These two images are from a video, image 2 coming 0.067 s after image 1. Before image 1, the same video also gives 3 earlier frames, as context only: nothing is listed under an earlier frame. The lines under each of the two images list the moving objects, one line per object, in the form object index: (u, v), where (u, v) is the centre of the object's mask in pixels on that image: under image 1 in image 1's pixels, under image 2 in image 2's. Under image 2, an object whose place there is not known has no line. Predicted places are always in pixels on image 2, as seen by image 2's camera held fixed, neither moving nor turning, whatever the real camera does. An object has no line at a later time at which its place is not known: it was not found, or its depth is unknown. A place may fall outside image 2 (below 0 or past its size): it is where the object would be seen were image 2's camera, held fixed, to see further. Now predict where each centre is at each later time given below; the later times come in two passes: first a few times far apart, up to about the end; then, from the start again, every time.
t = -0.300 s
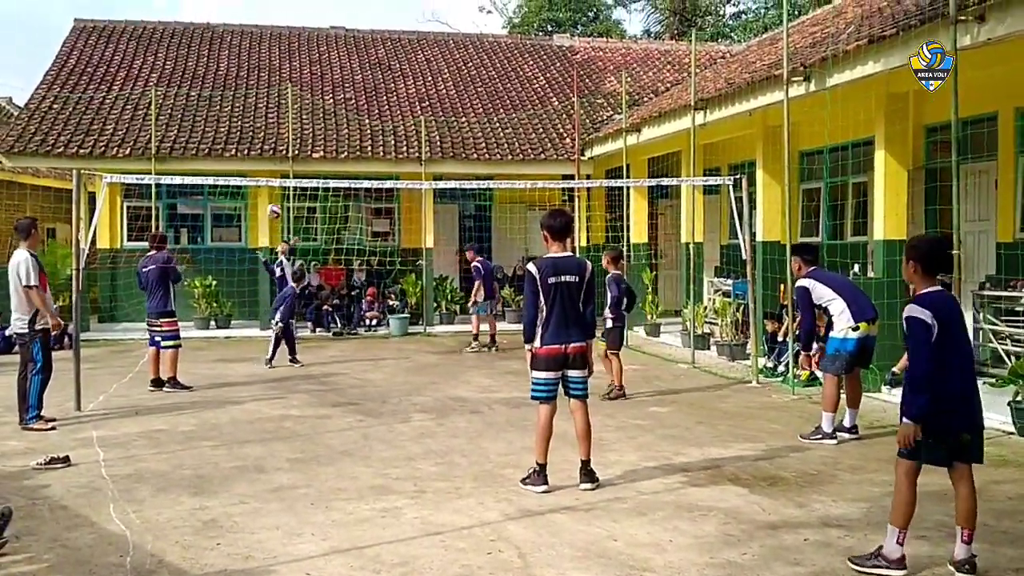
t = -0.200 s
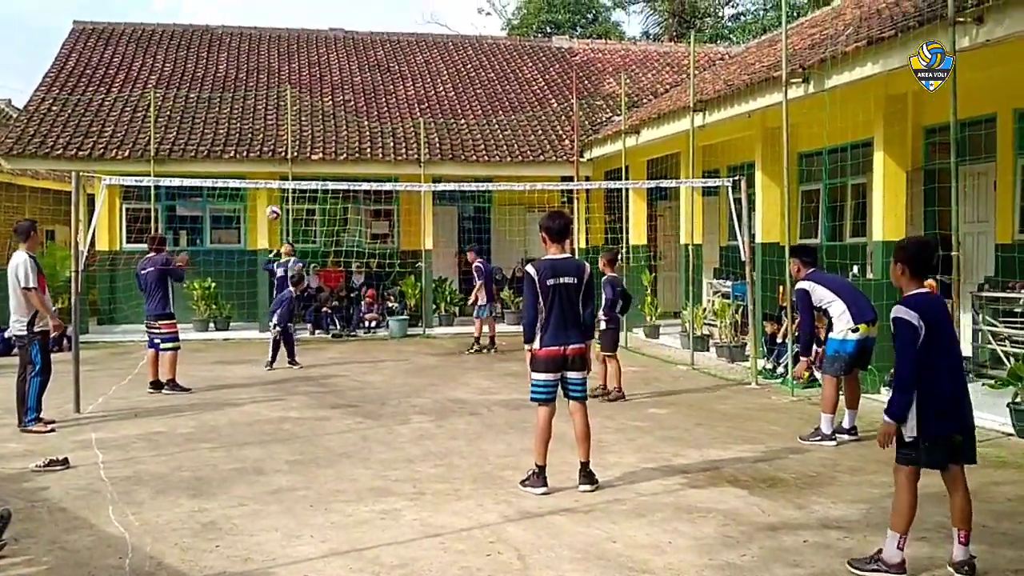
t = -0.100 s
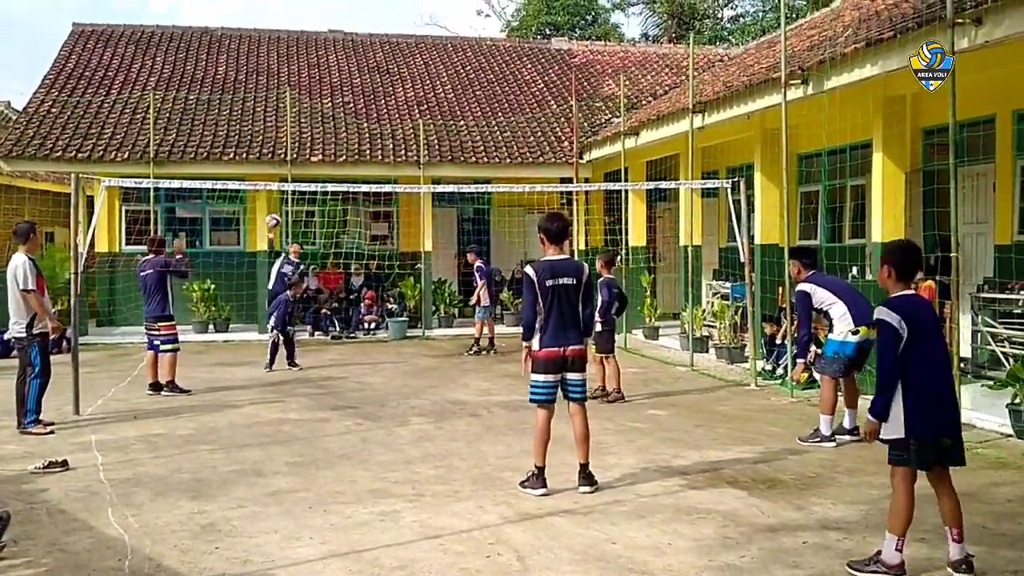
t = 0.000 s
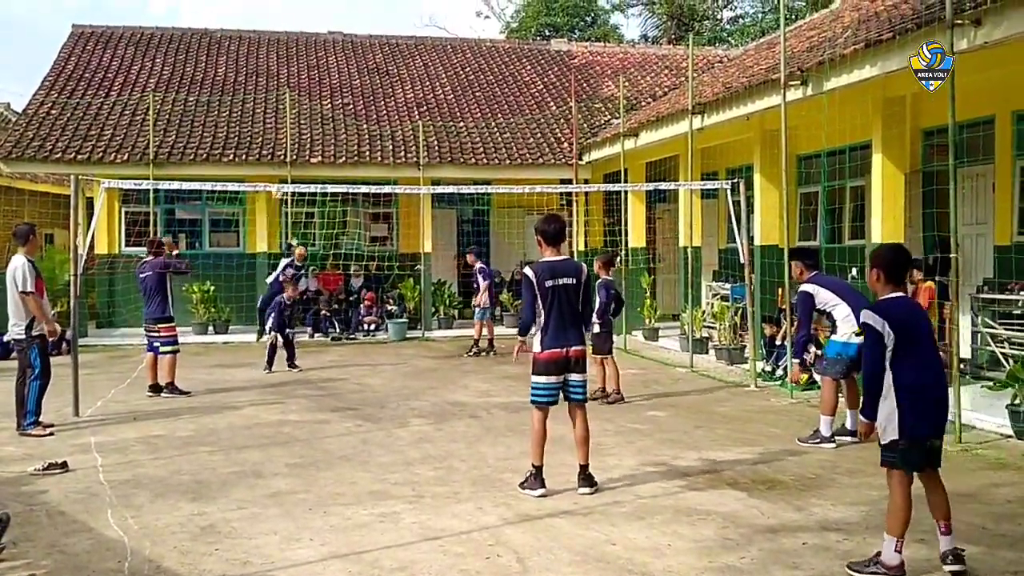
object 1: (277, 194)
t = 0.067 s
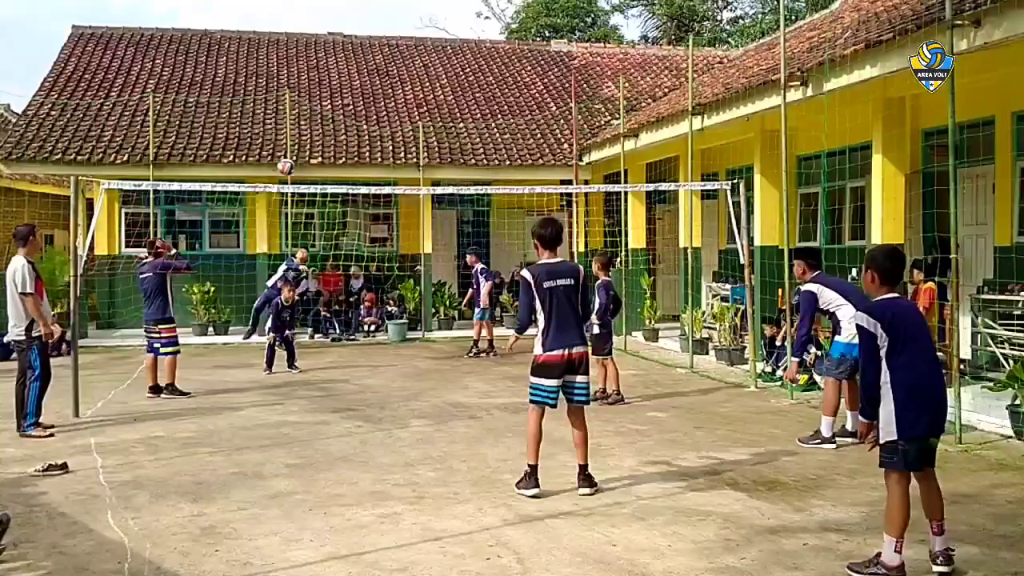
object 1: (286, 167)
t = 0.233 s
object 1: (302, 106)
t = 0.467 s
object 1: (334, 44)
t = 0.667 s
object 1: (376, 29)
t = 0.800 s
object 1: (416, 46)
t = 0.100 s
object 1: (287, 155)
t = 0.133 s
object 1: (290, 142)
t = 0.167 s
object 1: (295, 129)
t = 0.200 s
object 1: (298, 117)
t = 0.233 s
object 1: (302, 106)
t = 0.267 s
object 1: (306, 95)
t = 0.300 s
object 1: (310, 84)
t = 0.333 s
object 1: (315, 75)
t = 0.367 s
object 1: (320, 66)
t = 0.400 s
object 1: (323, 58)
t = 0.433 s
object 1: (328, 50)
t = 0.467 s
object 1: (334, 44)
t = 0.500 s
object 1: (339, 39)
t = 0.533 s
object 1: (347, 35)
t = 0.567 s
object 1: (354, 32)
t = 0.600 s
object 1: (360, 29)
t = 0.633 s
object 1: (368, 29)
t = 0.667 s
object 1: (376, 29)
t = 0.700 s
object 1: (385, 31)
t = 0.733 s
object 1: (395, 34)
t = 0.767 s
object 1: (404, 38)
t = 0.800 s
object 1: (416, 46)
